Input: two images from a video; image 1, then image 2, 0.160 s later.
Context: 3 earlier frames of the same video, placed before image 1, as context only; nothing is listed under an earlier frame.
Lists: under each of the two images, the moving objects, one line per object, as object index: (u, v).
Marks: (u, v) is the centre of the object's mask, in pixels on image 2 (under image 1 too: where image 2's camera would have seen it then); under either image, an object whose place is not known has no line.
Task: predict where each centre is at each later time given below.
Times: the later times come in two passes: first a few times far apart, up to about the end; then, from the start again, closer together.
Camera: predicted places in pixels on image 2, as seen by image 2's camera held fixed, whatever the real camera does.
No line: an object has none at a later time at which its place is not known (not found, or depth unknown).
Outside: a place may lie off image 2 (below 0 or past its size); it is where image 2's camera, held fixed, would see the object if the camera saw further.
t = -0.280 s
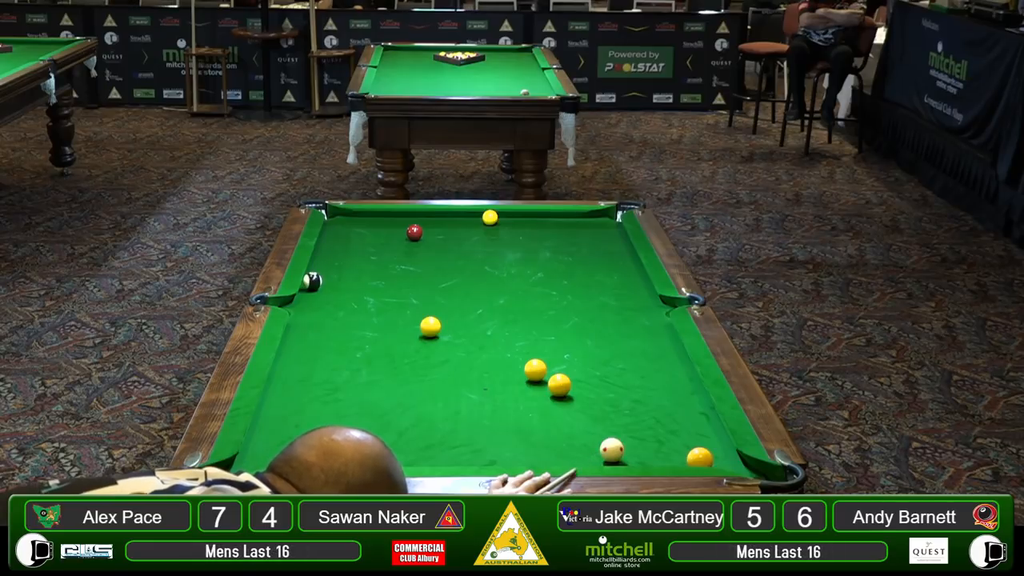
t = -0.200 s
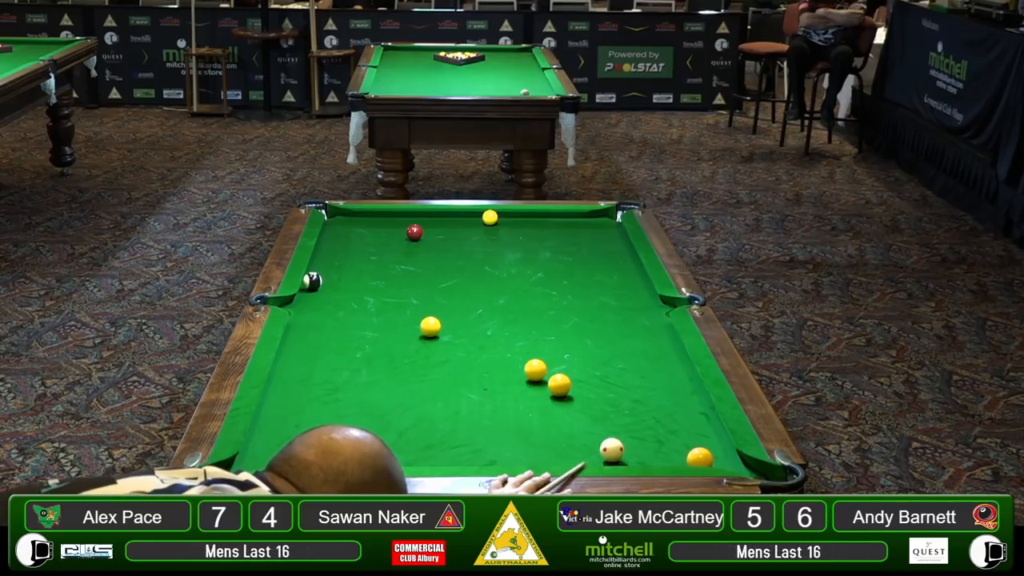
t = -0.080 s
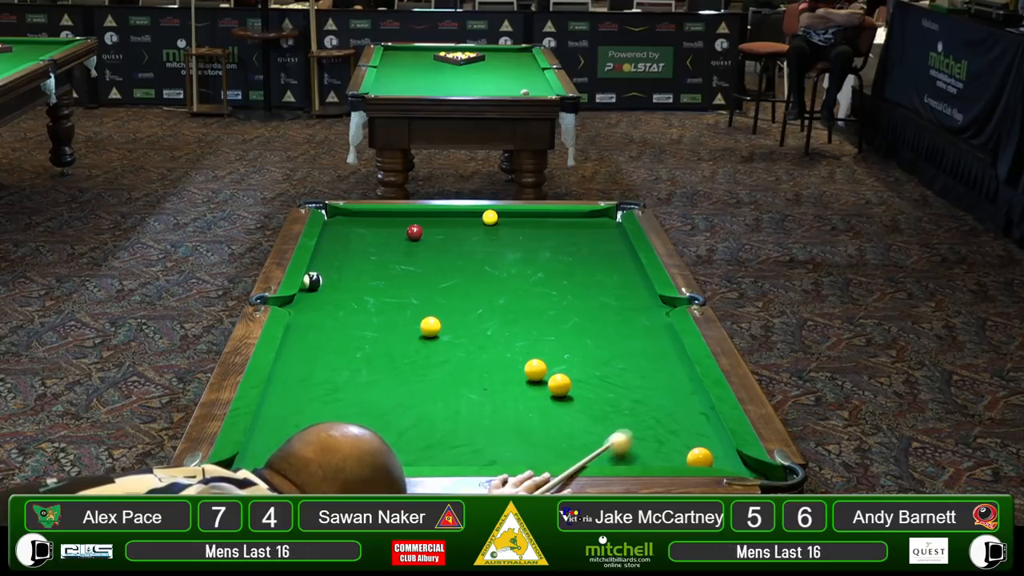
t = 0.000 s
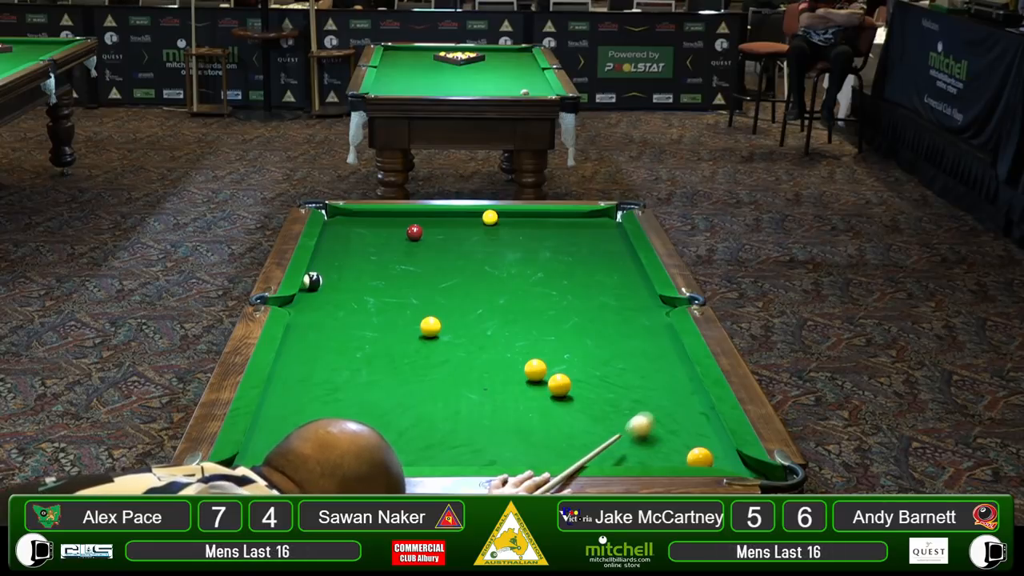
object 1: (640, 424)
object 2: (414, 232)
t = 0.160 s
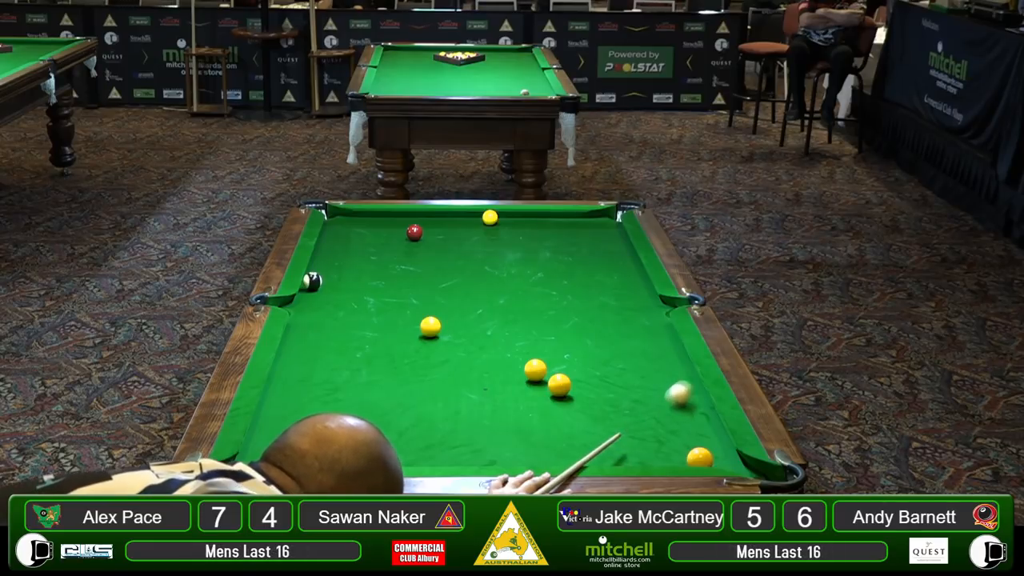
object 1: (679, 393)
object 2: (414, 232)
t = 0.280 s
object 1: (675, 375)
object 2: (414, 232)
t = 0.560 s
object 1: (613, 340)
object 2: (414, 232)
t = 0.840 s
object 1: (561, 311)
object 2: (414, 232)
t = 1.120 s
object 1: (516, 286)
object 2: (414, 232)
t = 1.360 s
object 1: (484, 267)
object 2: (414, 232)
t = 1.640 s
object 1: (450, 248)
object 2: (414, 232)
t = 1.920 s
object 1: (432, 232)
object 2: (406, 231)
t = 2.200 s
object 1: (441, 223)
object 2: (381, 227)
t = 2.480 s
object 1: (449, 214)
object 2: (357, 224)
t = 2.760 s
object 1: (453, 218)
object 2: (337, 221)
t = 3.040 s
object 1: (457, 223)
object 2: (341, 219)
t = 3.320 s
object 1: (460, 228)
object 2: (352, 218)
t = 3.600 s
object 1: (462, 233)
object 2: (361, 216)
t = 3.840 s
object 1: (464, 236)
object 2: (370, 216)
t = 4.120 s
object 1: (465, 239)
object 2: (372, 216)
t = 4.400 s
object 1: (465, 242)
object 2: (375, 215)
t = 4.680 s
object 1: (466, 244)
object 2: (375, 215)
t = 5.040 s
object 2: (374, 215)
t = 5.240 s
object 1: (467, 245)
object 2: (375, 215)
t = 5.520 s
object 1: (467, 245)
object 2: (374, 215)
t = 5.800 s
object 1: (467, 245)
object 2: (374, 215)
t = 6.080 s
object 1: (467, 245)
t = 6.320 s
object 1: (467, 245)
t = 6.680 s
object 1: (468, 244)
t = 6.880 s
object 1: (467, 245)
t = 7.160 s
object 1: (467, 245)
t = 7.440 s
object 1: (467, 245)
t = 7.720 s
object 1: (467, 245)
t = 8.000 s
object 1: (467, 245)
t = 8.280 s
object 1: (467, 245)
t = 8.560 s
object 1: (467, 245)
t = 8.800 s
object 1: (467, 245)
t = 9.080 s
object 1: (467, 245)
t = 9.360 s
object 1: (467, 245)
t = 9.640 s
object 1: (467, 245)
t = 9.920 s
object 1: (467, 245)
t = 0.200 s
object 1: (688, 386)
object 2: (414, 232)
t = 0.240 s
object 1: (687, 380)
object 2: (414, 232)
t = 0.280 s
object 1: (675, 375)
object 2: (414, 232)
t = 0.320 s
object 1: (665, 369)
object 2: (414, 232)
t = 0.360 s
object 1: (656, 364)
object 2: (414, 232)
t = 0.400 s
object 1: (647, 359)
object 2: (414, 232)
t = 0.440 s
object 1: (638, 354)
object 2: (414, 232)
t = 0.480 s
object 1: (629, 349)
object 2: (414, 232)
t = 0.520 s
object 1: (621, 344)
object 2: (414, 232)
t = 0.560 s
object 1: (613, 340)
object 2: (414, 232)
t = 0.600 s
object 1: (605, 335)
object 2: (414, 232)
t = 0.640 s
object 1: (597, 331)
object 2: (414, 232)
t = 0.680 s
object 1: (589, 327)
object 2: (414, 232)
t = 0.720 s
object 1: (582, 323)
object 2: (414, 232)
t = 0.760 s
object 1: (575, 319)
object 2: (414, 232)
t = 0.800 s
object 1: (568, 315)
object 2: (414, 232)
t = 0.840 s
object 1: (561, 311)
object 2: (414, 232)
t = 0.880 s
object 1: (554, 307)
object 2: (414, 232)
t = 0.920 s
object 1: (548, 303)
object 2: (414, 232)
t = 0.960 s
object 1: (541, 300)
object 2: (414, 232)
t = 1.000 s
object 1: (535, 296)
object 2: (414, 232)
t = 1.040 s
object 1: (528, 292)
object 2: (414, 232)
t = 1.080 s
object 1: (522, 289)
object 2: (414, 232)
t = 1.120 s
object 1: (516, 286)
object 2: (414, 232)
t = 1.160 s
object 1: (511, 282)
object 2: (414, 232)
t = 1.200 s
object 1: (505, 279)
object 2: (414, 232)
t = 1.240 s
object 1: (500, 276)
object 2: (414, 232)
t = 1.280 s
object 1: (494, 273)
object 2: (414, 232)
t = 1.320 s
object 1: (489, 270)
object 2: (414, 232)
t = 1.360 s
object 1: (484, 267)
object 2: (414, 232)
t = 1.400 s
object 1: (479, 264)
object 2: (414, 232)
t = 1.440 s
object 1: (474, 261)
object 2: (414, 232)
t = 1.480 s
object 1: (469, 258)
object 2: (414, 232)
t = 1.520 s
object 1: (464, 256)
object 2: (414, 232)
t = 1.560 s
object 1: (459, 253)
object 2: (414, 232)
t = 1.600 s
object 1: (455, 250)
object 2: (414, 232)
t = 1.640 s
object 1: (450, 248)
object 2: (414, 232)
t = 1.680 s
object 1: (446, 245)
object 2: (414, 232)
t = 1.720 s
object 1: (442, 243)
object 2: (414, 232)
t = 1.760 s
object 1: (438, 240)
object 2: (414, 232)
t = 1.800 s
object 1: (433, 238)
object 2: (414, 232)
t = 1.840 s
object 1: (430, 236)
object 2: (414, 232)
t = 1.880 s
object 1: (430, 234)
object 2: (411, 231)
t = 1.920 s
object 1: (432, 232)
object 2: (406, 231)
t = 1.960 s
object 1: (433, 231)
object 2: (402, 230)
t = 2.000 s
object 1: (434, 229)
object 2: (399, 230)
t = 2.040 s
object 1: (435, 228)
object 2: (395, 229)
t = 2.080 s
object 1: (437, 226)
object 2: (391, 229)
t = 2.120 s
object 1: (438, 225)
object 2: (388, 228)
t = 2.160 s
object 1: (439, 224)
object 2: (384, 227)
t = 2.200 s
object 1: (441, 223)
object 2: (381, 227)
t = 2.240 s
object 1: (442, 221)
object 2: (377, 226)
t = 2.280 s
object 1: (443, 220)
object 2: (374, 226)
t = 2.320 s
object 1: (444, 219)
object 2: (370, 226)
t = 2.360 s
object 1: (446, 217)
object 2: (367, 225)
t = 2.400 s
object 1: (447, 216)
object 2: (364, 225)
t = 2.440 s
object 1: (448, 215)
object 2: (361, 224)
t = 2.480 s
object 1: (449, 214)
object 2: (357, 224)
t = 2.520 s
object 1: (450, 213)
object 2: (354, 223)
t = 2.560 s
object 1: (451, 214)
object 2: (351, 223)
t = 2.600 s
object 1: (451, 215)
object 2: (348, 223)
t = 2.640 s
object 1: (452, 216)
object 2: (345, 222)
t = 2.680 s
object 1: (452, 217)
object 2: (343, 222)
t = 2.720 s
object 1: (453, 217)
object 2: (340, 221)
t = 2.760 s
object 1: (453, 218)
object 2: (337, 221)
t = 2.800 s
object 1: (454, 219)
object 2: (334, 221)
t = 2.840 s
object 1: (454, 220)
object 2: (332, 220)
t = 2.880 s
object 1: (455, 221)
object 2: (333, 220)
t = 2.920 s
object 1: (455, 221)
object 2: (335, 220)
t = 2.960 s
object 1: (456, 222)
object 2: (337, 220)
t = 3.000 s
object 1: (456, 223)
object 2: (339, 219)
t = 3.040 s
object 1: (457, 223)
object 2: (341, 219)
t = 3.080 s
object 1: (457, 224)
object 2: (343, 219)
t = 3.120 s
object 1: (458, 225)
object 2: (344, 218)
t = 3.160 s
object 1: (458, 226)
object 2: (346, 219)
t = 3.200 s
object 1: (459, 226)
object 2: (348, 218)
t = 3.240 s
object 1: (459, 227)
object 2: (349, 218)
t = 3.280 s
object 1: (459, 228)
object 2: (351, 218)
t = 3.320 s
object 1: (460, 228)
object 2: (352, 218)
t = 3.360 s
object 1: (460, 229)
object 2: (354, 217)
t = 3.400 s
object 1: (461, 229)
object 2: (355, 217)
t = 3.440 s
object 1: (461, 230)
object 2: (356, 217)
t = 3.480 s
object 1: (461, 231)
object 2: (357, 217)
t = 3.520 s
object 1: (461, 231)
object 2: (359, 217)
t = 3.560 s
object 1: (462, 232)
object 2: (360, 217)
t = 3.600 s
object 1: (462, 233)
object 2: (361, 216)
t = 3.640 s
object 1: (462, 233)
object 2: (362, 216)
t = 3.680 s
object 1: (463, 234)
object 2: (363, 216)
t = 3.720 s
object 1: (463, 234)
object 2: (364, 216)
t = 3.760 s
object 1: (463, 235)
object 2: (365, 216)
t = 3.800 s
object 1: (464, 235)
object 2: (363, 214)
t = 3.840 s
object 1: (464, 236)
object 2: (370, 216)
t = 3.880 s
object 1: (464, 236)
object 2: (368, 216)
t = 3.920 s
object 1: (464, 237)
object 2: (369, 216)
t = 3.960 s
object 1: (464, 237)
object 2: (370, 216)
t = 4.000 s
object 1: (464, 238)
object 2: (370, 216)
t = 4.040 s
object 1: (465, 238)
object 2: (371, 216)
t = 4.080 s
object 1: (465, 238)
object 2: (372, 216)
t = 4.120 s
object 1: (465, 239)
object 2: (372, 216)
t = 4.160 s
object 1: (465, 239)
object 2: (372, 215)
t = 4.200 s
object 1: (465, 240)
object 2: (373, 216)
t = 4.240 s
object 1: (465, 240)
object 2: (373, 215)
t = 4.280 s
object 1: (465, 240)
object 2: (374, 216)
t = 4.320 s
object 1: (465, 241)
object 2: (374, 216)
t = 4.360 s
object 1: (465, 241)
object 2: (374, 215)
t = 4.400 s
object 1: (465, 242)
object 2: (375, 215)
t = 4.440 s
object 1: (465, 242)
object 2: (375, 215)
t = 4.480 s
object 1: (466, 242)
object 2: (375, 215)
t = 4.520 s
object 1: (466, 243)
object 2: (375, 215)
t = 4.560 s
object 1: (466, 243)
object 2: (375, 215)
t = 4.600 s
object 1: (466, 243)
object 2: (375, 215)
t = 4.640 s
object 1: (466, 243)
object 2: (375, 215)
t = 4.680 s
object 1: (466, 244)
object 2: (375, 215)
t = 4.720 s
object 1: (466, 244)
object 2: (375, 216)
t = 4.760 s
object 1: (466, 244)
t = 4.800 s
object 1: (466, 244)
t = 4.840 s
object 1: (466, 244)
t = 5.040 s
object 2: (374, 215)
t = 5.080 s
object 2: (375, 215)
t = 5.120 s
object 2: (375, 215)
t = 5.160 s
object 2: (375, 215)
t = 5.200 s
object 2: (375, 215)
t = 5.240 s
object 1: (467, 245)
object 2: (375, 215)
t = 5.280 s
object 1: (467, 245)
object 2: (375, 215)
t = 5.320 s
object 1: (467, 245)
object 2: (375, 215)
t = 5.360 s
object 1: (467, 245)
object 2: (375, 215)
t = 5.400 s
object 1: (467, 245)
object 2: (375, 215)
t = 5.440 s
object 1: (467, 245)
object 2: (375, 215)
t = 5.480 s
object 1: (467, 245)
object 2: (375, 215)
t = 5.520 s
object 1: (467, 245)
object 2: (374, 215)
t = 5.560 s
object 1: (467, 245)
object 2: (374, 215)
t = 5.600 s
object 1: (467, 245)
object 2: (374, 215)
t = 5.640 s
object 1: (467, 245)
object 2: (374, 215)
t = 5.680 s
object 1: (467, 245)
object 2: (374, 215)
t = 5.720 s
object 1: (467, 245)
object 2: (374, 215)
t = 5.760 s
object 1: (467, 245)
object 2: (374, 215)
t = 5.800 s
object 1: (467, 245)
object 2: (374, 215)
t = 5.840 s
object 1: (467, 245)
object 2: (374, 215)
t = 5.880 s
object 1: (467, 245)
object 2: (374, 215)
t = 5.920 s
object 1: (467, 245)
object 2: (374, 215)
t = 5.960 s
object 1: (467, 245)
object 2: (374, 215)
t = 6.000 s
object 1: (467, 245)
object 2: (374, 215)
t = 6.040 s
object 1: (467, 245)
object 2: (374, 215)
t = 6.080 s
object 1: (467, 245)
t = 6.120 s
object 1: (467, 245)
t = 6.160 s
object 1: (467, 245)
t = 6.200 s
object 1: (467, 245)
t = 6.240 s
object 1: (467, 245)
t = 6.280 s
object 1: (467, 245)
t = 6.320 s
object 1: (467, 245)
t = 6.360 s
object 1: (467, 245)
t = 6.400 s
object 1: (467, 245)
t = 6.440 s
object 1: (467, 246)
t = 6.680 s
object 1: (468, 244)
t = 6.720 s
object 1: (467, 245)
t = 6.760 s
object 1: (467, 245)
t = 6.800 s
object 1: (467, 245)
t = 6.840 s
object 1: (467, 245)
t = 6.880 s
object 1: (467, 245)
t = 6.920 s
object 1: (467, 245)
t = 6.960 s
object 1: (467, 245)
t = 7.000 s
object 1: (467, 245)
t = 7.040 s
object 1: (467, 245)
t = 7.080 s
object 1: (467, 245)
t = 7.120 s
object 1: (467, 245)
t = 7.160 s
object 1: (467, 245)
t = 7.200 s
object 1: (467, 245)
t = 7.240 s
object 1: (467, 245)
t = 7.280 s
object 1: (467, 245)
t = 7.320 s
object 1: (467, 245)
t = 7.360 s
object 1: (467, 245)
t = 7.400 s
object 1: (467, 245)
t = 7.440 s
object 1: (467, 245)
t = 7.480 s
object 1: (467, 245)
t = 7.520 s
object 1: (467, 245)
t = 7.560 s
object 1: (467, 245)
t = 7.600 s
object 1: (467, 245)
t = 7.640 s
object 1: (467, 245)
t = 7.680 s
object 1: (467, 245)
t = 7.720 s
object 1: (467, 245)
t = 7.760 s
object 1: (467, 245)
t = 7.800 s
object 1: (467, 245)
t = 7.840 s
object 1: (467, 245)
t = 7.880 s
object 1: (467, 245)
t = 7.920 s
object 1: (467, 245)
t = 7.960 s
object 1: (467, 245)
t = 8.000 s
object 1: (467, 245)
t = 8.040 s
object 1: (467, 245)
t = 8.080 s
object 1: (467, 245)
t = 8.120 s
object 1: (467, 245)
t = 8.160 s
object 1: (467, 245)
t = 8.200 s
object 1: (467, 245)
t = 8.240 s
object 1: (467, 245)
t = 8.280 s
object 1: (467, 245)
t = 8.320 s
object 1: (467, 245)
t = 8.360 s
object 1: (467, 245)
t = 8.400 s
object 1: (467, 245)
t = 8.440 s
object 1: (467, 245)
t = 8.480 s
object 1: (467, 245)
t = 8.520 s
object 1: (467, 245)
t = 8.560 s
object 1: (467, 245)
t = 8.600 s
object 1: (467, 245)
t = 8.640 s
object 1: (467, 245)
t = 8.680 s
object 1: (467, 245)
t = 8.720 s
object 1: (467, 245)
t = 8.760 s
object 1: (467, 245)
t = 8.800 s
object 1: (467, 245)
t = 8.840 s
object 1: (467, 245)
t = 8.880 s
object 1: (467, 245)
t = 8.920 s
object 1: (467, 245)
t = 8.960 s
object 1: (467, 245)
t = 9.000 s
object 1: (467, 245)
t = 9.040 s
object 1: (467, 245)
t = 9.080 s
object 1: (467, 245)
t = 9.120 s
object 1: (467, 245)
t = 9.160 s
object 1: (467, 245)
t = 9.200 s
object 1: (467, 245)
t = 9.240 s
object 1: (467, 245)
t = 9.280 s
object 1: (467, 245)
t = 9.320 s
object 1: (467, 245)
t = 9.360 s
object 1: (467, 245)
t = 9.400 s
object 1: (467, 245)
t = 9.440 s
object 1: (467, 245)
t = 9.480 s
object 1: (467, 245)
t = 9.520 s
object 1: (467, 245)
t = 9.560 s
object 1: (467, 245)
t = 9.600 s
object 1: (467, 245)
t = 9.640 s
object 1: (467, 245)
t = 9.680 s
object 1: (467, 245)
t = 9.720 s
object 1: (467, 245)
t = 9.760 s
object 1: (467, 245)
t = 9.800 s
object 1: (467, 245)
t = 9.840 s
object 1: (467, 245)
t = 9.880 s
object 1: (467, 245)
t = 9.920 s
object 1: (467, 245)
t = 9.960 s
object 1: (467, 245)
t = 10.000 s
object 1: (467, 245)
